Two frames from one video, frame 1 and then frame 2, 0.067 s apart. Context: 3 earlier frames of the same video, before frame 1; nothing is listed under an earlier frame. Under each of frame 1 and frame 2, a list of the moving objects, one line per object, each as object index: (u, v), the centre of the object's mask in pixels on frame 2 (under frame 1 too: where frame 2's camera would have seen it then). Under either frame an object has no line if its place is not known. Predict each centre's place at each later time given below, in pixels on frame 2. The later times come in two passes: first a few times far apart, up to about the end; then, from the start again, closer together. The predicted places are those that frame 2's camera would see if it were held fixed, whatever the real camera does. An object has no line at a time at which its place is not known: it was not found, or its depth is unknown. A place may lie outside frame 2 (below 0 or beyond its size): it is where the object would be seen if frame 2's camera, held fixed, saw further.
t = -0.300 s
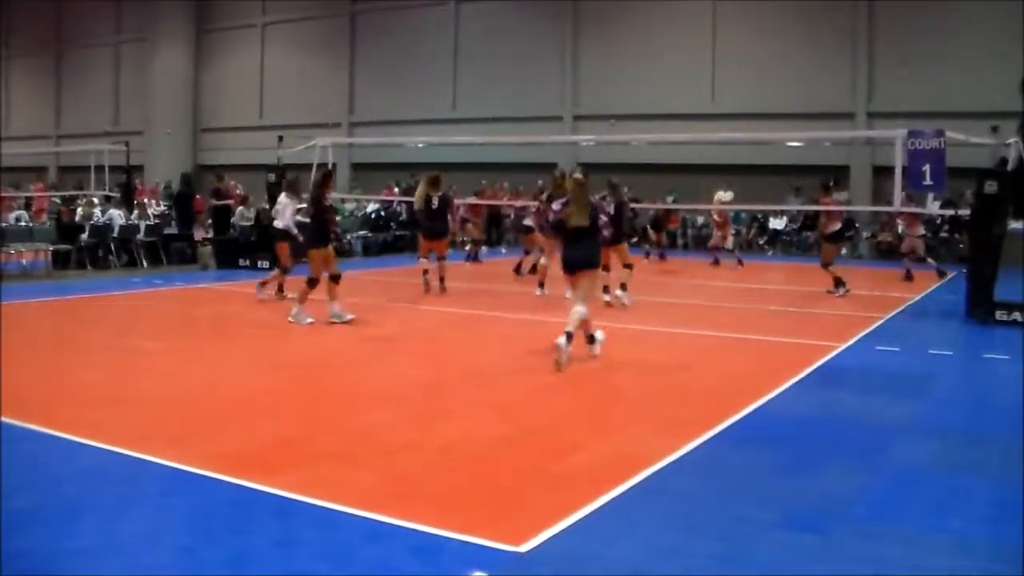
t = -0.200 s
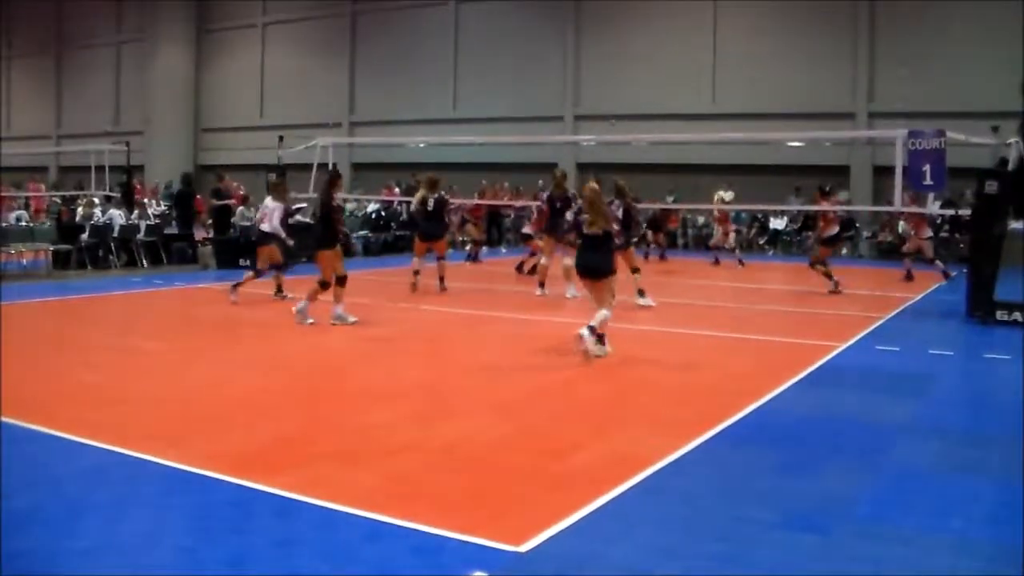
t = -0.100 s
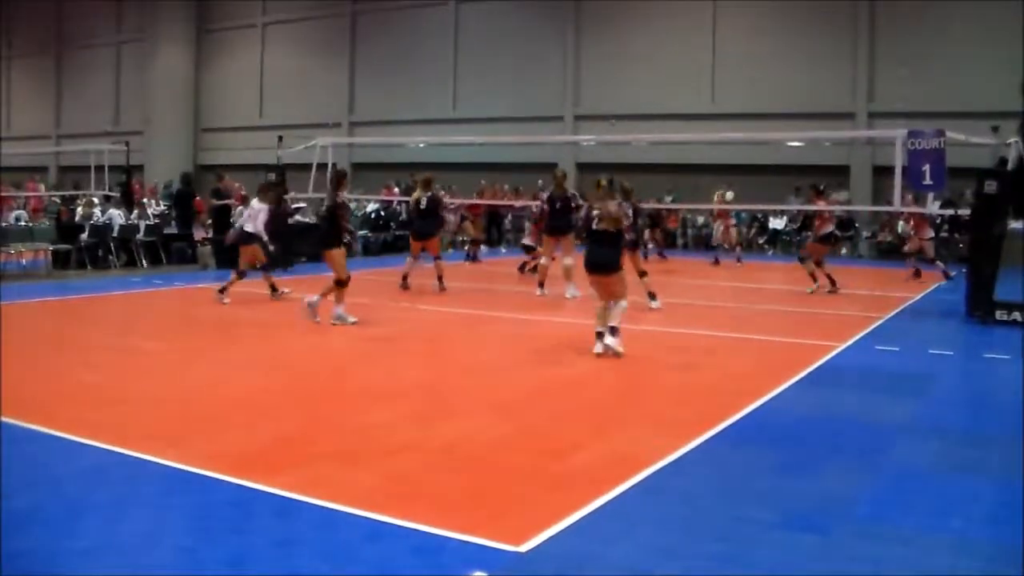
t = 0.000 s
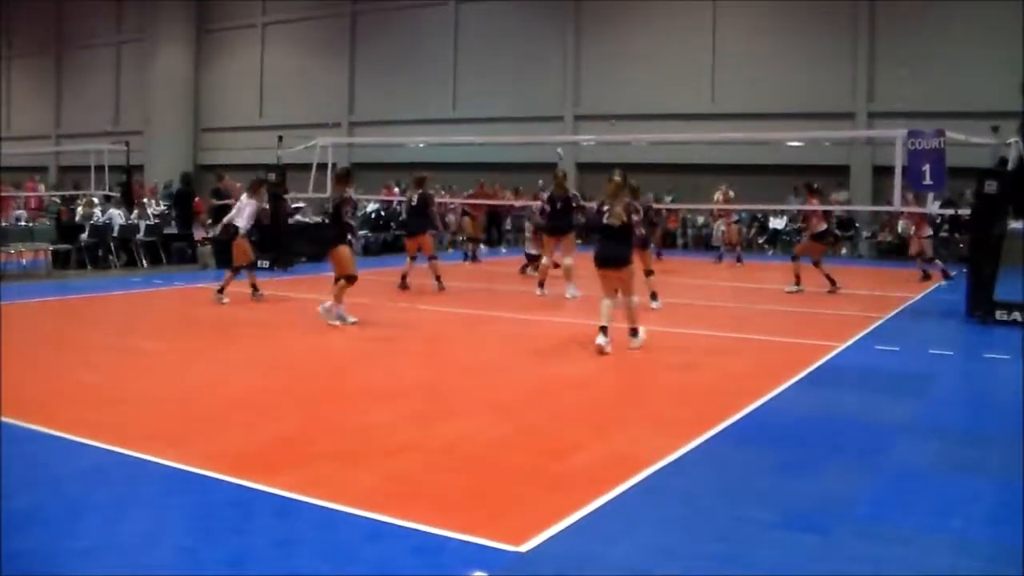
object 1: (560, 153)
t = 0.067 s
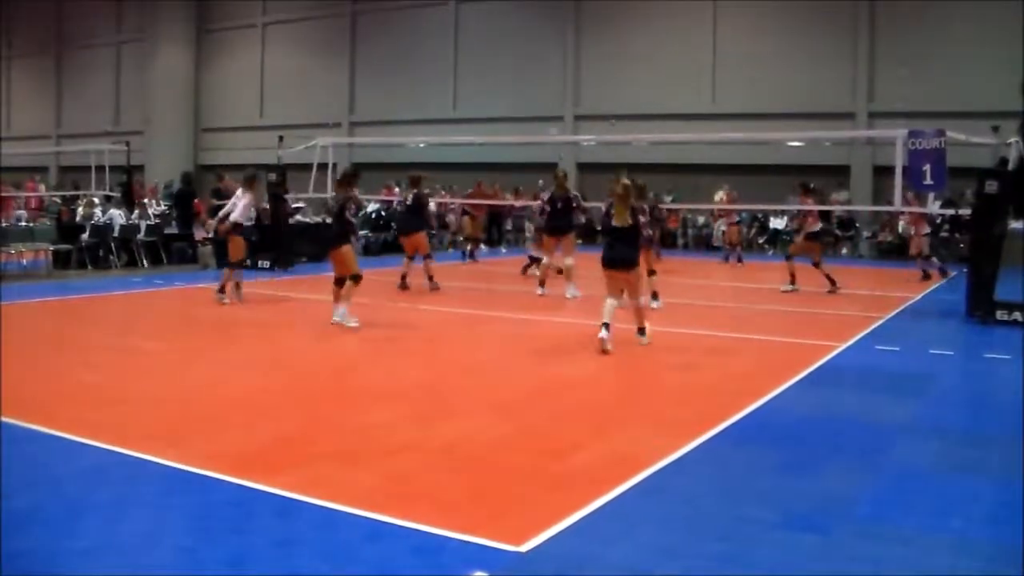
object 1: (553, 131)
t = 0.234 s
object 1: (540, 92)
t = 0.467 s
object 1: (519, 61)
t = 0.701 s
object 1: (499, 63)
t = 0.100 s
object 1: (550, 122)
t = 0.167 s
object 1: (545, 105)
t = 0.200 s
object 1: (542, 97)
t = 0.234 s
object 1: (540, 92)
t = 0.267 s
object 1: (536, 86)
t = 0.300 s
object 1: (535, 79)
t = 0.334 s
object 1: (531, 75)
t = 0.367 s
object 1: (529, 70)
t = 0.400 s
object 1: (525, 67)
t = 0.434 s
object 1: (523, 64)
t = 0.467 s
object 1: (519, 61)
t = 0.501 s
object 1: (517, 59)
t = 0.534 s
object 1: (515, 58)
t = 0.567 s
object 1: (510, 58)
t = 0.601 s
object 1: (508, 59)
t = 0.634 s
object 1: (505, 59)
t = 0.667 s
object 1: (502, 61)
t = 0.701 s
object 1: (499, 63)
